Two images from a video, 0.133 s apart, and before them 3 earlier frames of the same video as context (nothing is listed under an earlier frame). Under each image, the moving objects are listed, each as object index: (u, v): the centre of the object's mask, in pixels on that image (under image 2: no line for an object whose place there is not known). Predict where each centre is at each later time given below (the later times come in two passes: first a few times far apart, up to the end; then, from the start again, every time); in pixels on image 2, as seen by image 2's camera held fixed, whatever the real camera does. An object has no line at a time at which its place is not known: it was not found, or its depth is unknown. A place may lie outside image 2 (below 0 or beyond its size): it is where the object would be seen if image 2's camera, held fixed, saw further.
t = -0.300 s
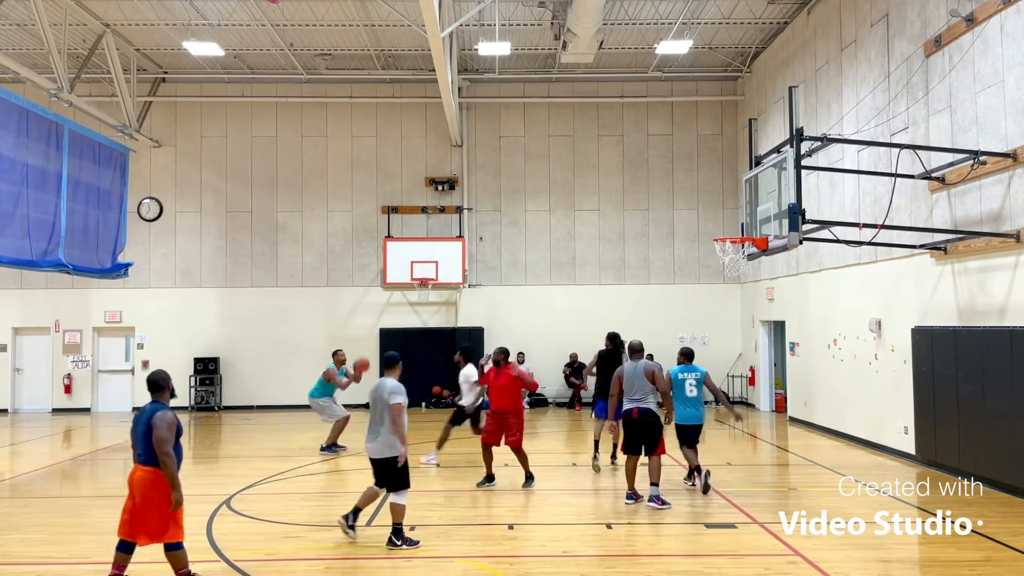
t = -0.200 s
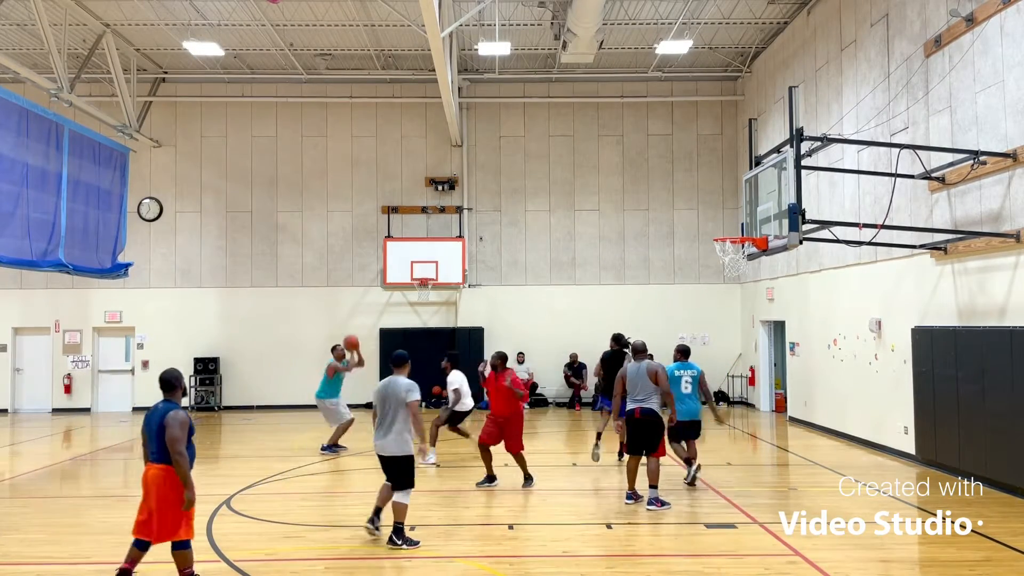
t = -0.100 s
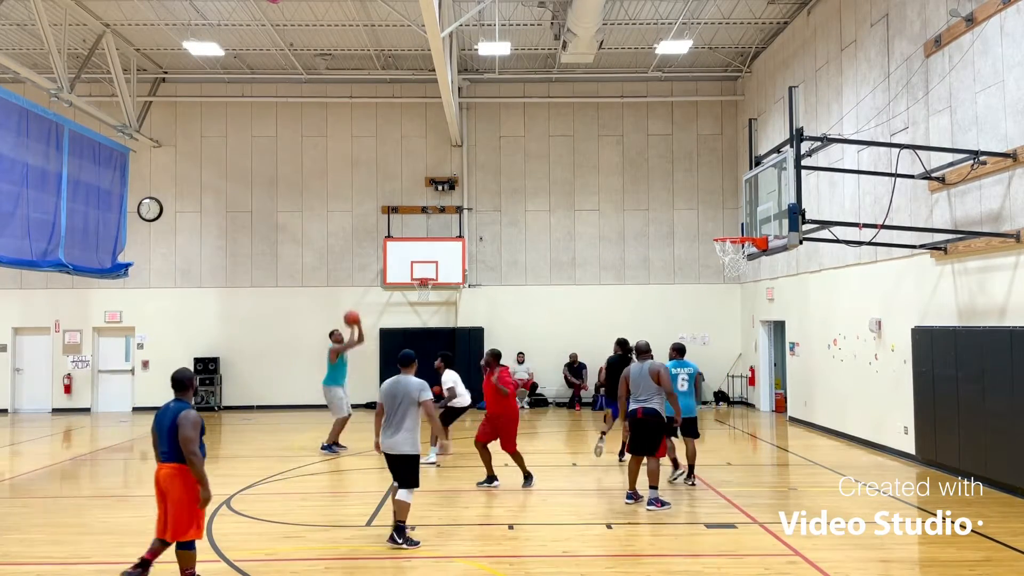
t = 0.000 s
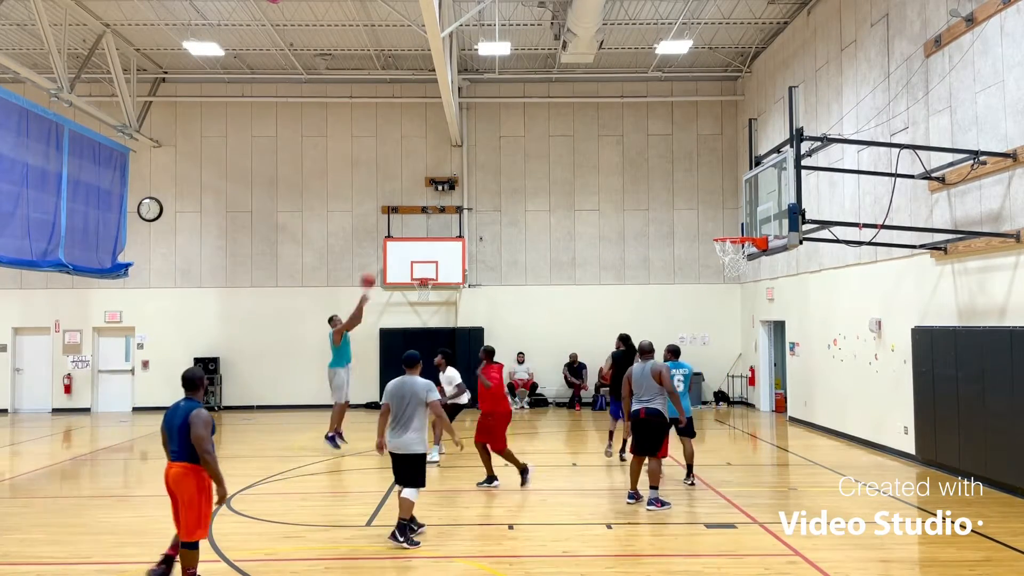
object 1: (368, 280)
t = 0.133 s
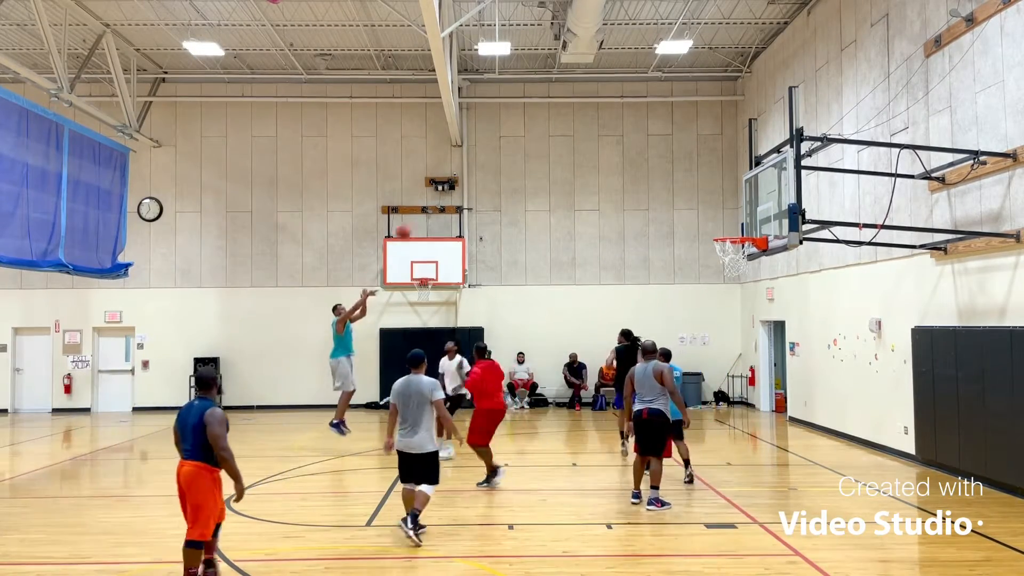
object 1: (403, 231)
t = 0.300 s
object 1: (450, 183)
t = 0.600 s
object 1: (536, 141)
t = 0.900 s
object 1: (636, 158)
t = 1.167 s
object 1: (734, 230)
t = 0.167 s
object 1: (412, 221)
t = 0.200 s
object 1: (420, 211)
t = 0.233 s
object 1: (429, 202)
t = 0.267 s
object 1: (439, 193)
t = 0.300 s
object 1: (450, 183)
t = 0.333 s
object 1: (458, 177)
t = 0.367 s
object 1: (467, 170)
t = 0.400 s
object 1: (477, 163)
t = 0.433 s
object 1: (486, 158)
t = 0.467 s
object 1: (496, 153)
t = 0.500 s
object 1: (506, 149)
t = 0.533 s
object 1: (516, 146)
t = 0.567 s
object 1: (526, 141)
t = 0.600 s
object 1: (536, 141)
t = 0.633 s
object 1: (547, 140)
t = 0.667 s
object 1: (557, 139)
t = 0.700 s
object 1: (569, 140)
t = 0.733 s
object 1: (579, 140)
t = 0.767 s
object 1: (590, 142)
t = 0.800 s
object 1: (602, 144)
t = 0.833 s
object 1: (613, 148)
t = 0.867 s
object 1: (624, 153)
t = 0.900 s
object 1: (636, 158)
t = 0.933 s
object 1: (648, 164)
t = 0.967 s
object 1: (659, 171)
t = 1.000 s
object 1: (671, 178)
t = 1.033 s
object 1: (684, 187)
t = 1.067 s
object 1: (696, 197)
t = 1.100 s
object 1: (708, 207)
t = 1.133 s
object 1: (722, 219)
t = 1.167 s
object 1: (734, 230)
